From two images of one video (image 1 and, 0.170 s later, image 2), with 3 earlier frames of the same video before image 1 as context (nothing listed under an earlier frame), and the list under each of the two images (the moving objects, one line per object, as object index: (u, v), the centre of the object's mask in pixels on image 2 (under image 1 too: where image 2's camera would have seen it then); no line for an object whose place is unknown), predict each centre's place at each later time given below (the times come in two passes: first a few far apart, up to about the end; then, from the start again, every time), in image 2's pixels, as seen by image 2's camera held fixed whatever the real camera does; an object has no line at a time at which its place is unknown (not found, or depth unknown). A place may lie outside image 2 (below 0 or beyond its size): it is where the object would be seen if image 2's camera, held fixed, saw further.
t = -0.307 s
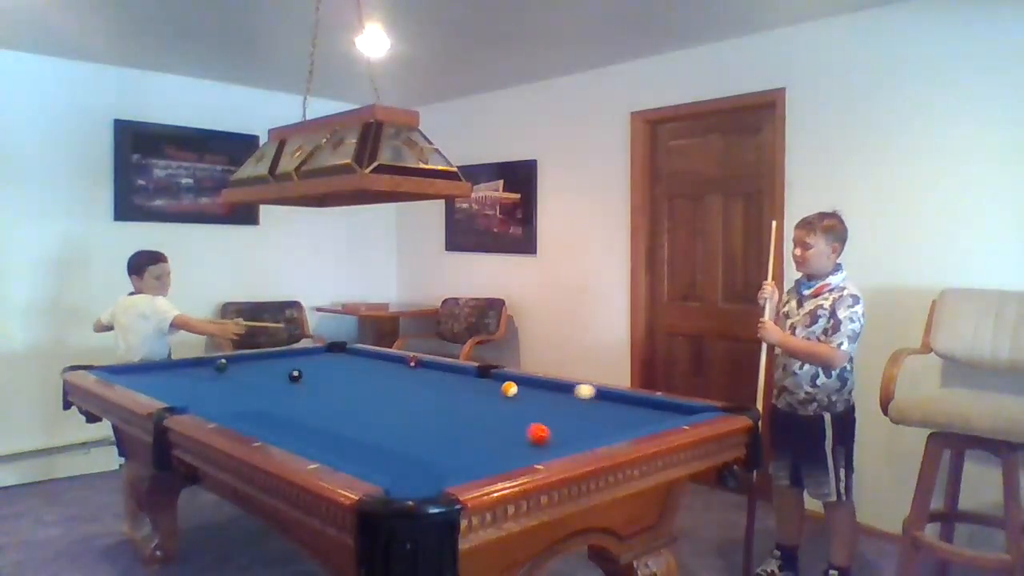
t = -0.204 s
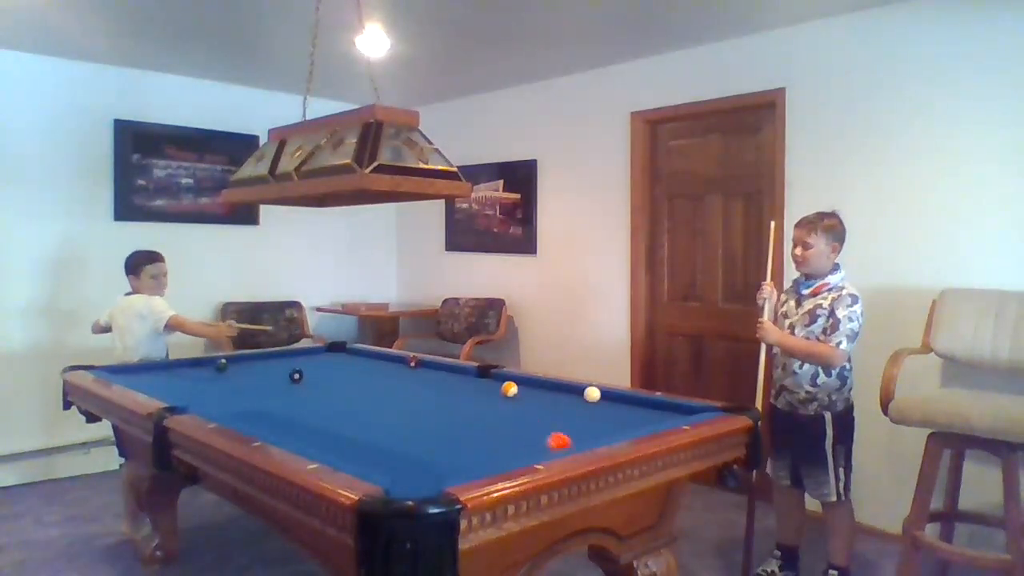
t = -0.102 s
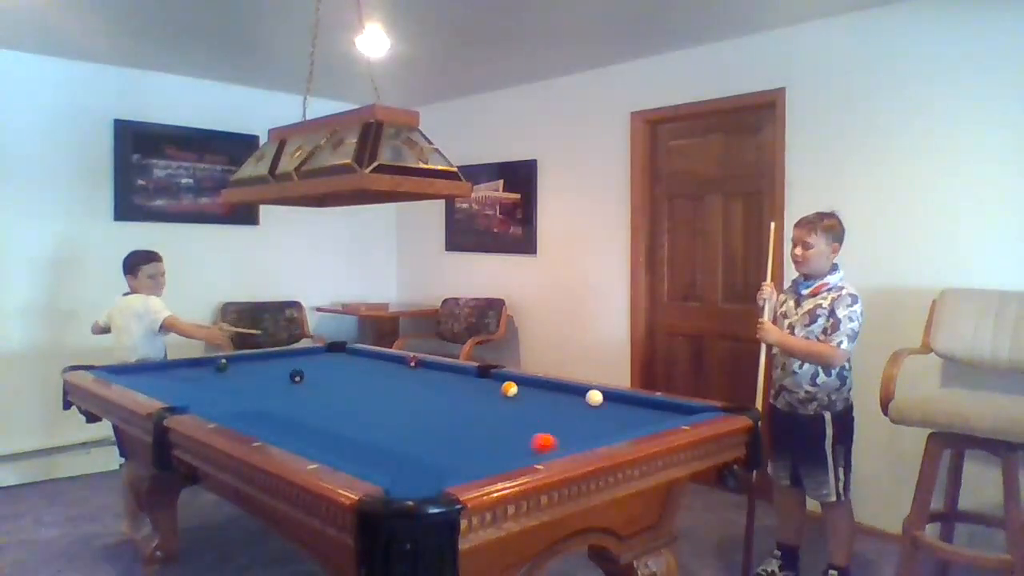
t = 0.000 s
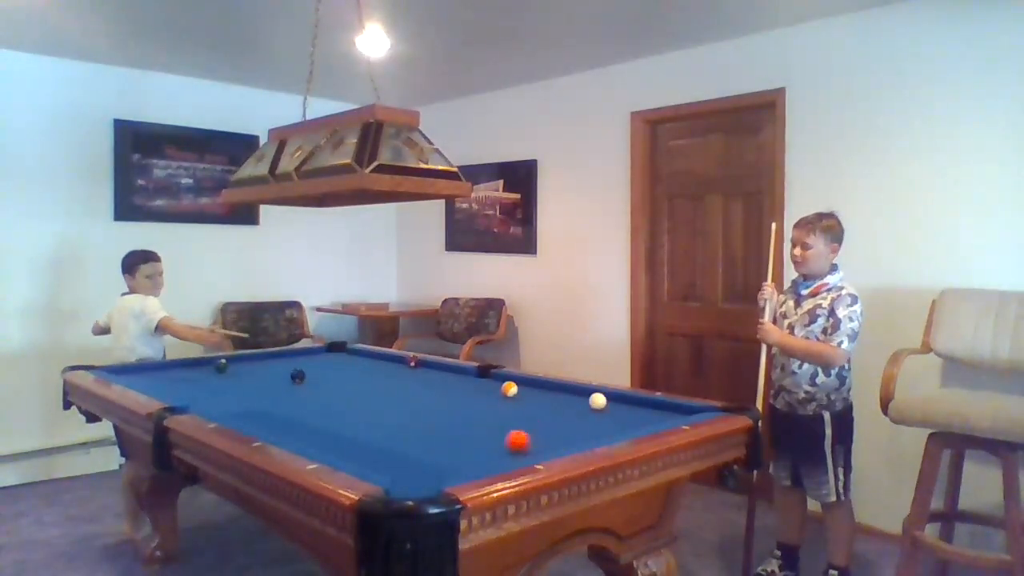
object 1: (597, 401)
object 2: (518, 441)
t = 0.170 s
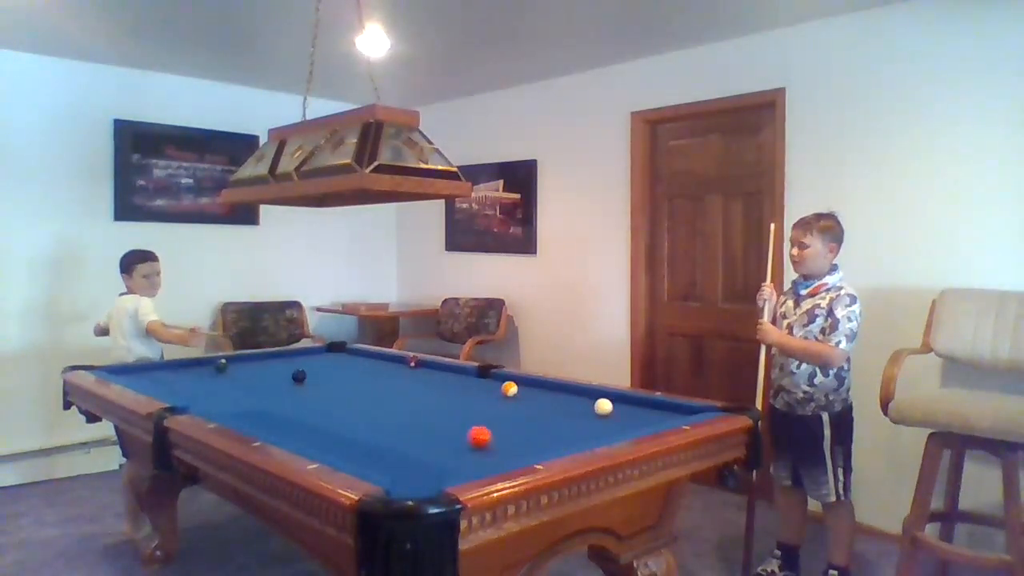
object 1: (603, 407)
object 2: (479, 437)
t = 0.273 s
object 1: (606, 411)
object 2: (457, 434)
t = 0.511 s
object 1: (615, 420)
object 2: (410, 429)
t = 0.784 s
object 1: (624, 428)
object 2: (361, 424)
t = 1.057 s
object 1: (599, 430)
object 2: (317, 419)
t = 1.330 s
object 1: (576, 432)
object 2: (276, 415)
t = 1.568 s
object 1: (557, 432)
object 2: (244, 412)
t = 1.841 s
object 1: (538, 432)
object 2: (210, 406)
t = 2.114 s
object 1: (521, 432)
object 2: (213, 404)
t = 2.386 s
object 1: (507, 432)
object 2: (231, 401)
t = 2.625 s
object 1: (497, 432)
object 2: (246, 399)
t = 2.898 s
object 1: (487, 432)
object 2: (259, 396)
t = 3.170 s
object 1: (480, 432)
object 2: (271, 394)
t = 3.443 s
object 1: (476, 432)
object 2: (280, 393)
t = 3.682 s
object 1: (474, 432)
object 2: (286, 392)
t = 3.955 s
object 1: (473, 432)
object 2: (293, 391)
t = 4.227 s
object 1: (473, 432)
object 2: (297, 390)
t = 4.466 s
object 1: (473, 432)
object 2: (298, 390)
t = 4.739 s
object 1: (473, 432)
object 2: (301, 389)
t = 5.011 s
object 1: (473, 432)
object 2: (301, 389)
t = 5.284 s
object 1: (473, 432)
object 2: (301, 389)
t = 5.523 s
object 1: (473, 432)
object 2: (301, 389)
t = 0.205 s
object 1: (604, 408)
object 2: (472, 436)
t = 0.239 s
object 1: (605, 410)
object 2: (465, 435)
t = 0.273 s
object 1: (606, 411)
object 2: (457, 434)
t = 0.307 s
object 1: (608, 412)
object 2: (451, 434)
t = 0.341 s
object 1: (609, 413)
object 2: (443, 433)
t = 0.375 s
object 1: (610, 415)
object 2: (437, 432)
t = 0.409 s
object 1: (611, 416)
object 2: (430, 432)
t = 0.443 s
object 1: (612, 417)
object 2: (423, 431)
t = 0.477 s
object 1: (613, 419)
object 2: (417, 430)
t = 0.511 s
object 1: (615, 420)
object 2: (410, 429)
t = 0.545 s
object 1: (616, 421)
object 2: (403, 428)
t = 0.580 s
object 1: (617, 423)
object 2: (397, 428)
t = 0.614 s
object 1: (618, 424)
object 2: (391, 427)
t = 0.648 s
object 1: (619, 425)
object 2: (385, 426)
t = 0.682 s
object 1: (620, 426)
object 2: (379, 426)
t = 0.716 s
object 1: (622, 427)
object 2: (373, 425)
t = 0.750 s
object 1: (623, 428)
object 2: (366, 425)
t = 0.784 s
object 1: (624, 428)
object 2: (361, 424)
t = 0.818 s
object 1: (621, 429)
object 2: (355, 423)
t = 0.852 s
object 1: (618, 429)
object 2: (350, 423)
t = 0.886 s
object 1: (615, 429)
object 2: (344, 422)
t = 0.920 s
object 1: (611, 429)
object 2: (338, 422)
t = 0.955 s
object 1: (608, 430)
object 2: (333, 420)
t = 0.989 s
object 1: (605, 430)
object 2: (327, 420)
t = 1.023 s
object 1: (602, 430)
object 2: (322, 420)
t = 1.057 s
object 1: (599, 430)
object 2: (317, 419)
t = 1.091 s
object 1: (596, 430)
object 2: (311, 418)
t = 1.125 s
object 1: (593, 431)
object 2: (306, 418)
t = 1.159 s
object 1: (590, 431)
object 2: (301, 417)
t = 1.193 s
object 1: (587, 431)
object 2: (296, 417)
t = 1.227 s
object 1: (584, 431)
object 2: (292, 416)
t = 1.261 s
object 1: (581, 431)
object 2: (286, 416)
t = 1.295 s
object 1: (578, 431)
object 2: (282, 415)
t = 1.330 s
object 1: (576, 432)
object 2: (276, 415)
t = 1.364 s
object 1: (573, 432)
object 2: (272, 414)
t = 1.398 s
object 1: (570, 432)
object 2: (267, 414)
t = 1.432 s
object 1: (567, 432)
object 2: (262, 413)
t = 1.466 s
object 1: (565, 432)
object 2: (257, 413)
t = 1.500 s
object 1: (562, 432)
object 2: (253, 412)
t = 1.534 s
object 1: (559, 432)
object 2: (249, 412)
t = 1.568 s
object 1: (557, 432)
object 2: (244, 412)
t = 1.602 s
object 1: (555, 432)
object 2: (240, 411)
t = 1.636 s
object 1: (552, 432)
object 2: (235, 410)
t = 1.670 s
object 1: (550, 432)
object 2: (232, 410)
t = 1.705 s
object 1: (547, 432)
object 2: (227, 409)
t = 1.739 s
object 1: (545, 432)
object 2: (223, 408)
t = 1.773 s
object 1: (542, 432)
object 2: (219, 407)
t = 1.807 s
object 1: (540, 432)
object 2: (215, 407)
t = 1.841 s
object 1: (538, 432)
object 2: (210, 406)
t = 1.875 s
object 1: (536, 432)
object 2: (207, 405)
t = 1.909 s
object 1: (534, 432)
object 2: (202, 405)
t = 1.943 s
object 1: (531, 432)
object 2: (199, 405)
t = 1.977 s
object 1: (529, 432)
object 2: (201, 405)
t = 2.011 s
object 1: (527, 432)
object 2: (204, 404)
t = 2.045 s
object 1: (525, 432)
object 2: (207, 404)
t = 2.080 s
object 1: (523, 432)
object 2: (210, 404)
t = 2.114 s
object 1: (521, 432)
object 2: (213, 404)
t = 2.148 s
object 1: (519, 432)
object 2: (215, 404)
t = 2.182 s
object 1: (518, 432)
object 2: (218, 403)
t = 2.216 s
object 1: (516, 432)
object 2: (220, 403)
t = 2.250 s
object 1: (514, 432)
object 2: (222, 402)
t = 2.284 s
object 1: (512, 432)
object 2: (224, 402)
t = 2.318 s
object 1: (511, 432)
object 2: (227, 402)
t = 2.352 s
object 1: (509, 432)
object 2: (229, 402)
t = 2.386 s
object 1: (507, 432)
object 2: (231, 401)
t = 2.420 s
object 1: (506, 432)
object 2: (233, 401)
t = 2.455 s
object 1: (504, 432)
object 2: (236, 400)
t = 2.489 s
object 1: (503, 432)
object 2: (238, 400)
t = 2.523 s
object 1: (501, 432)
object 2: (240, 400)
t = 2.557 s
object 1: (500, 432)
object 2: (242, 399)
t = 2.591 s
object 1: (498, 432)
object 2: (244, 399)
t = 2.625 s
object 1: (497, 432)
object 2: (246, 399)
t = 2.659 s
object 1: (496, 432)
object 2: (247, 398)
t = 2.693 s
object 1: (494, 432)
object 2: (249, 398)
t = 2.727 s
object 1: (493, 432)
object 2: (251, 398)
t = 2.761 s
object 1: (492, 432)
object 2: (253, 397)
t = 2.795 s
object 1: (490, 432)
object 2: (254, 397)
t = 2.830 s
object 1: (489, 432)
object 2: (255, 397)
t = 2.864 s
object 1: (488, 432)
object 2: (257, 397)
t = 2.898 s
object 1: (487, 432)
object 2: (259, 396)
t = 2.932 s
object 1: (486, 432)
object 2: (260, 396)
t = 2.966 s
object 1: (485, 432)
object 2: (262, 396)
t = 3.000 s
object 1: (484, 432)
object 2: (263, 396)
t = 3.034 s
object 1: (483, 432)
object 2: (265, 395)
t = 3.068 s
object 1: (483, 432)
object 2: (267, 395)
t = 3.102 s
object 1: (482, 432)
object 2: (268, 395)
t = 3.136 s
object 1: (481, 432)
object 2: (270, 395)
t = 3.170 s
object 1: (480, 432)
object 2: (271, 394)
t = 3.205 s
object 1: (480, 432)
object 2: (272, 394)
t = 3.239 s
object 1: (479, 432)
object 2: (273, 394)
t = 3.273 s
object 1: (478, 432)
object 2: (274, 394)
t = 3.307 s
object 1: (478, 432)
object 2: (275, 394)
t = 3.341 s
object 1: (477, 432)
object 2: (277, 393)
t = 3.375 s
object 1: (477, 432)
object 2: (278, 393)
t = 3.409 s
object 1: (476, 432)
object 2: (279, 393)
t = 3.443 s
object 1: (476, 432)
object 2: (280, 393)
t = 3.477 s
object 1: (475, 432)
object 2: (281, 392)
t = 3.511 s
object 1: (475, 432)
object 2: (282, 392)
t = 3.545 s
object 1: (475, 432)
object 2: (283, 392)
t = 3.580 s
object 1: (474, 432)
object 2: (284, 392)
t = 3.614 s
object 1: (474, 432)
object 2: (284, 392)
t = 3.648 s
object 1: (474, 432)
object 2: (285, 392)
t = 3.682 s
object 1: (474, 432)
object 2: (286, 392)
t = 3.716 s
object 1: (474, 432)
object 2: (287, 391)
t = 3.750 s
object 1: (473, 432)
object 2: (288, 391)
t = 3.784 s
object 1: (473, 432)
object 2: (289, 391)
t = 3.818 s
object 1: (473, 432)
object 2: (290, 391)
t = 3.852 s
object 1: (473, 432)
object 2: (291, 391)
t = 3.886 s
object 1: (473, 432)
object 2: (291, 391)
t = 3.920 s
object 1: (473, 432)
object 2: (291, 391)
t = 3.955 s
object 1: (473, 432)
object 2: (293, 391)
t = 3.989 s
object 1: (473, 432)
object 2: (293, 391)
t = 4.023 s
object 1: (473, 432)
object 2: (293, 391)
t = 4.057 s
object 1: (473, 432)
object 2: (295, 391)
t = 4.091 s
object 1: (473, 432)
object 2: (295, 390)
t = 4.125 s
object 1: (473, 432)
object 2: (295, 390)
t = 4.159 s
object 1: (473, 432)
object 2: (296, 390)
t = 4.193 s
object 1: (473, 432)
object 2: (297, 390)
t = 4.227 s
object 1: (473, 432)
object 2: (297, 390)
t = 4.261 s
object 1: (473, 432)
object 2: (297, 390)
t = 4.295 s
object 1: (473, 432)
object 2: (297, 390)
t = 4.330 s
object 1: (473, 432)
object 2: (298, 390)
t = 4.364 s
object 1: (473, 432)
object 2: (298, 390)
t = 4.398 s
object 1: (473, 432)
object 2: (298, 390)
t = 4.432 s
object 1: (473, 432)
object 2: (298, 390)
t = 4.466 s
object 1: (473, 432)
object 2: (298, 390)
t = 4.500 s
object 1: (473, 432)
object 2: (299, 389)
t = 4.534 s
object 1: (473, 432)
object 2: (299, 389)
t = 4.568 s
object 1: (473, 432)
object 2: (299, 389)
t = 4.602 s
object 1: (473, 432)
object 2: (299, 389)
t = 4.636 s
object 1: (473, 432)
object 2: (300, 389)
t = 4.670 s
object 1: (473, 432)
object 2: (300, 389)
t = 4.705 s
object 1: (473, 432)
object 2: (300, 389)
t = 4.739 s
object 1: (473, 432)
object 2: (301, 389)
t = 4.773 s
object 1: (474, 432)
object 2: (301, 389)
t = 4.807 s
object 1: (473, 432)
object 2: (301, 389)
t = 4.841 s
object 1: (473, 432)
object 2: (301, 389)
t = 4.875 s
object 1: (473, 432)
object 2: (301, 389)
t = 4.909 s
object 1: (473, 432)
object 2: (301, 389)
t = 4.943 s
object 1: (473, 432)
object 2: (301, 389)
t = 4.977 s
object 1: (473, 432)
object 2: (301, 389)
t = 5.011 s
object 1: (473, 432)
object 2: (301, 389)
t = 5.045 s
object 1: (473, 432)
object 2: (301, 389)
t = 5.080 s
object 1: (473, 432)
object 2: (301, 389)
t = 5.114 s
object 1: (473, 432)
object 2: (301, 389)
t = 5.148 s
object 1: (473, 432)
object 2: (301, 389)
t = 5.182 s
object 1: (473, 432)
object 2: (301, 389)
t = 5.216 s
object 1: (473, 432)
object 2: (301, 389)
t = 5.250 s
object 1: (473, 432)
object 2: (301, 389)
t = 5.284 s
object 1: (473, 432)
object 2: (301, 389)
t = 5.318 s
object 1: (473, 432)
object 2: (301, 389)
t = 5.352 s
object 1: (473, 432)
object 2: (301, 389)
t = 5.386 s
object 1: (473, 432)
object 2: (301, 389)
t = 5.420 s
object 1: (473, 432)
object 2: (301, 389)
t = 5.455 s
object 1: (473, 432)
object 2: (301, 389)
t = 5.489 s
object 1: (473, 432)
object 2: (301, 389)
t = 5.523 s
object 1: (473, 432)
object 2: (301, 389)
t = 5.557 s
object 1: (473, 432)
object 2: (301, 389)
